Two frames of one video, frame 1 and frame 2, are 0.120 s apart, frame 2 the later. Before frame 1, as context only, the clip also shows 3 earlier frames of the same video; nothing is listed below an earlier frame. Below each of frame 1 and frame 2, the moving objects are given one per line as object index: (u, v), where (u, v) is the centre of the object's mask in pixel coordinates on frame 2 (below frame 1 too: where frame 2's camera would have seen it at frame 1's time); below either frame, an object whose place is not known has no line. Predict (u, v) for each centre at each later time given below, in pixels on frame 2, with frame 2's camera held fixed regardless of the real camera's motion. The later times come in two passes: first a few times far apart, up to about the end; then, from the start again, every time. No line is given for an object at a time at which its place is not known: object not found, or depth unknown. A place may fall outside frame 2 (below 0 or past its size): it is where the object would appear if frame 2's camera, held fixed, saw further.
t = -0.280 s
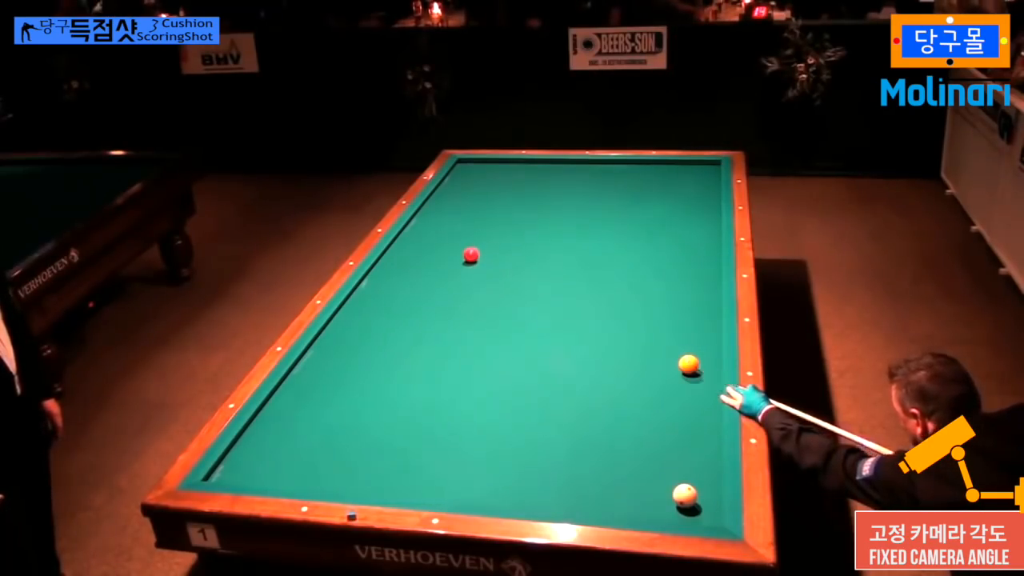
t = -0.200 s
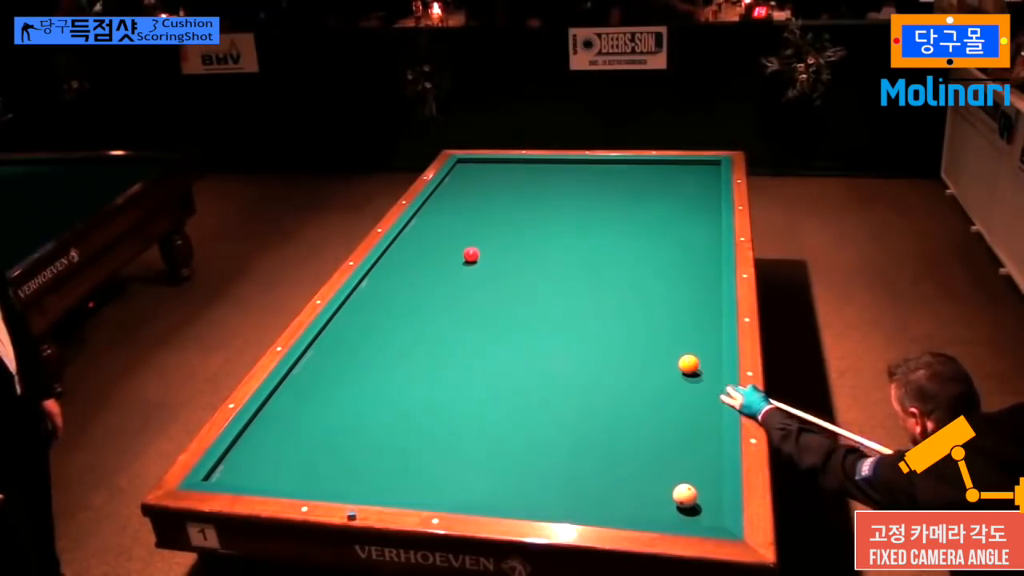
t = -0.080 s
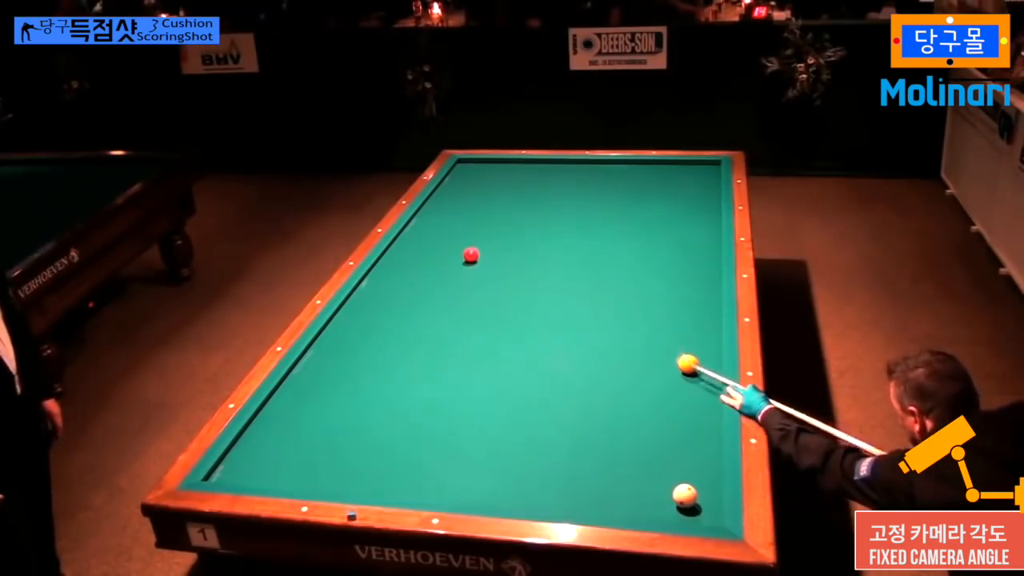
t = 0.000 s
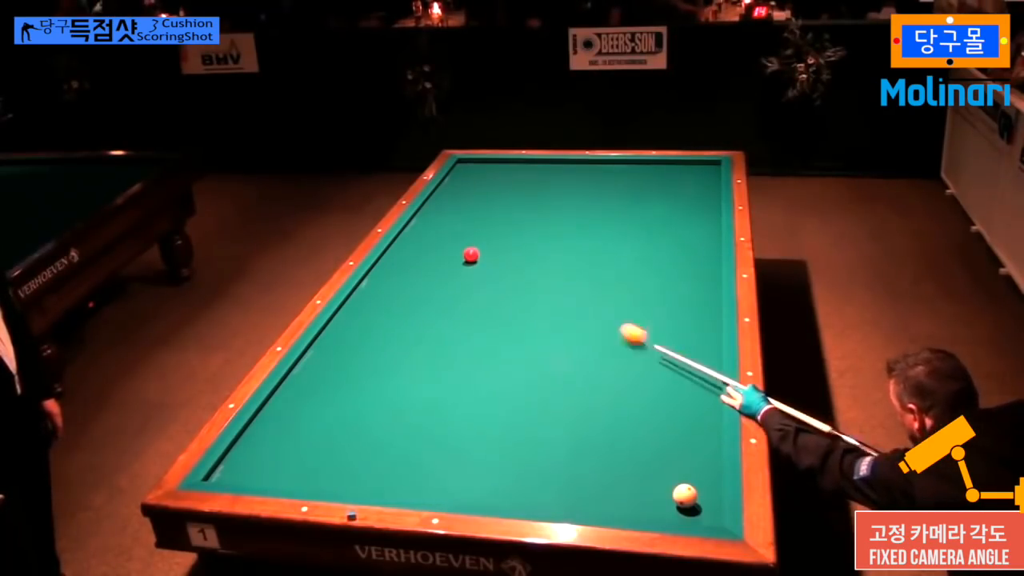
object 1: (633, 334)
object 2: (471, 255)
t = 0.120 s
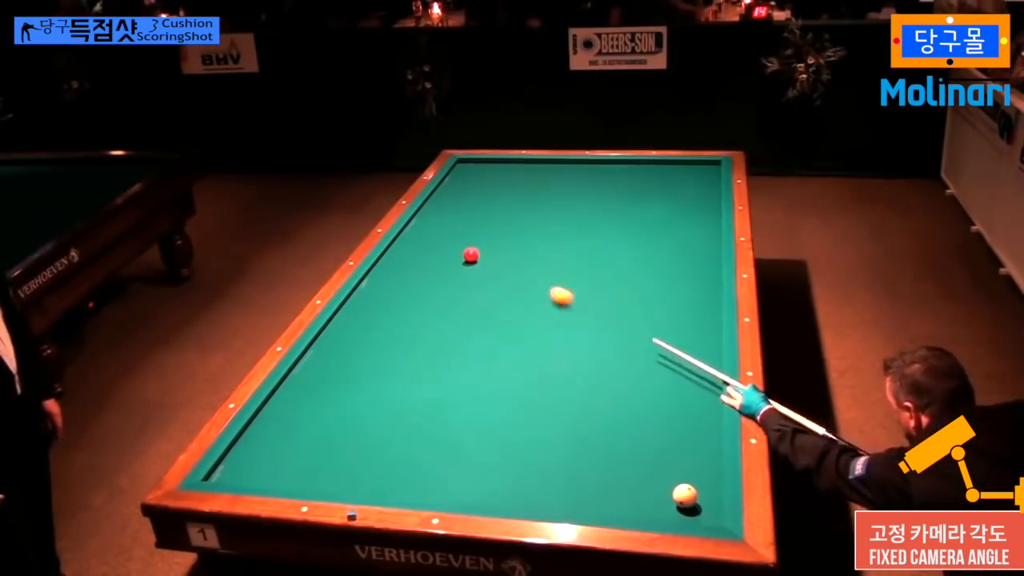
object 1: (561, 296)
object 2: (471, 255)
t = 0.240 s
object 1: (501, 265)
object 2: (471, 255)
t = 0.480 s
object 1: (500, 223)
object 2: (411, 247)
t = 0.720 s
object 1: (499, 188)
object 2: (496, 243)
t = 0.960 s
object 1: (490, 161)
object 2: (566, 240)
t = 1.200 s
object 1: (456, 182)
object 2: (638, 238)
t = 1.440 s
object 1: (473, 199)
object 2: (709, 235)
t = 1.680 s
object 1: (489, 216)
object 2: (671, 233)
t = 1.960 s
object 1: (512, 239)
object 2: (627, 230)
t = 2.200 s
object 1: (533, 261)
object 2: (590, 228)
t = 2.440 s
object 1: (556, 285)
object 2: (556, 226)
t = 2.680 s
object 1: (581, 310)
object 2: (523, 224)
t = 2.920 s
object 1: (615, 340)
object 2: (492, 222)
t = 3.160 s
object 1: (644, 376)
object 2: (462, 220)
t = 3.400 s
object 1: (682, 415)
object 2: (434, 219)
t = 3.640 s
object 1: (708, 450)
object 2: (424, 218)
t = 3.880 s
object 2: (441, 217)
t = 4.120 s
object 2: (457, 217)
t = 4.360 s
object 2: (473, 216)
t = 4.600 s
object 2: (488, 216)
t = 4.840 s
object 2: (503, 216)
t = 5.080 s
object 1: (593, 503)
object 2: (517, 215)
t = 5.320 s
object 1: (583, 499)
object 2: (530, 215)
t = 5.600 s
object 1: (573, 495)
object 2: (545, 214)
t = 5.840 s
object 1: (565, 491)
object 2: (558, 214)
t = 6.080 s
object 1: (558, 488)
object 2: (569, 214)
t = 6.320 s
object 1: (553, 486)
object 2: (581, 214)
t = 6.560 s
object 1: (548, 484)
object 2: (591, 214)
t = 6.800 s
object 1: (544, 482)
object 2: (601, 213)
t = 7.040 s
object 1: (541, 480)
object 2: (611, 213)
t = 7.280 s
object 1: (538, 479)
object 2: (620, 213)
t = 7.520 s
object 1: (536, 478)
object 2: (628, 213)
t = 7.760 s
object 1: (536, 478)
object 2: (636, 213)
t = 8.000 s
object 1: (535, 478)
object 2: (644, 212)
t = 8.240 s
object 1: (536, 477)
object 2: (650, 212)
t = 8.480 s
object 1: (536, 477)
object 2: (656, 212)
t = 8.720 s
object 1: (536, 478)
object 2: (662, 212)
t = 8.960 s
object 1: (536, 478)
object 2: (667, 212)
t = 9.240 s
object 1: (536, 478)
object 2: (672, 212)
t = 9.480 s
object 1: (536, 478)
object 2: (675, 212)
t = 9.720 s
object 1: (536, 477)
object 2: (678, 212)
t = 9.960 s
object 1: (536, 478)
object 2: (680, 212)
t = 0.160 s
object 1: (540, 285)
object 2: (471, 255)
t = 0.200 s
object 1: (520, 275)
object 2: (471, 255)
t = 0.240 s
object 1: (501, 265)
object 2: (471, 255)
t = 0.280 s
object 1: (485, 256)
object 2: (468, 255)
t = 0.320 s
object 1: (489, 249)
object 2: (448, 253)
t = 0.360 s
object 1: (493, 242)
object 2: (427, 250)
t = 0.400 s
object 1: (496, 235)
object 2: (407, 249)
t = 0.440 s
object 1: (499, 229)
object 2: (395, 247)
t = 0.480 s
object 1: (500, 223)
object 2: (411, 247)
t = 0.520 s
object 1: (502, 217)
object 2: (426, 246)
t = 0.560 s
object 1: (502, 210)
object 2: (442, 245)
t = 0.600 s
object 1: (502, 205)
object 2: (456, 245)
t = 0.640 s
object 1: (501, 199)
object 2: (470, 244)
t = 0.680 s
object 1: (501, 193)
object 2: (483, 244)
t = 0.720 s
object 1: (499, 188)
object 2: (496, 243)
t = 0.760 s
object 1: (498, 183)
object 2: (508, 243)
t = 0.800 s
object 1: (497, 178)
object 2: (520, 242)
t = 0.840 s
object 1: (496, 173)
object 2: (532, 242)
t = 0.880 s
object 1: (495, 168)
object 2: (543, 241)
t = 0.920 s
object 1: (494, 163)
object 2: (555, 241)
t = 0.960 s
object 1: (490, 161)
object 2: (566, 240)
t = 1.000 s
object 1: (480, 165)
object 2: (578, 240)
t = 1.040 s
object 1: (470, 168)
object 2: (590, 239)
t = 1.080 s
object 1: (460, 172)
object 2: (602, 239)
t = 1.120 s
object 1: (451, 175)
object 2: (614, 239)
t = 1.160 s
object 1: (452, 179)
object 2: (626, 238)
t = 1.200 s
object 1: (456, 182)
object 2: (638, 238)
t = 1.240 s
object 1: (459, 185)
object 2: (650, 238)
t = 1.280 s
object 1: (462, 188)
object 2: (662, 237)
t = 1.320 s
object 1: (465, 190)
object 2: (674, 237)
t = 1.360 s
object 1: (467, 193)
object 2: (686, 236)
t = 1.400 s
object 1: (470, 196)
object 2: (697, 236)
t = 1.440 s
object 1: (473, 199)
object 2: (709, 235)
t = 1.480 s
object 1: (475, 201)
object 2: (711, 235)
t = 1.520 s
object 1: (478, 204)
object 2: (702, 234)
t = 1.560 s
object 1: (481, 207)
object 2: (693, 234)
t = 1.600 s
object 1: (484, 210)
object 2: (685, 233)
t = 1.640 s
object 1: (486, 213)
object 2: (678, 233)
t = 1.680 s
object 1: (489, 216)
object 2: (671, 233)
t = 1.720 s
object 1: (493, 219)
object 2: (665, 232)
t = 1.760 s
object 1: (496, 223)
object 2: (663, 229)
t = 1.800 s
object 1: (499, 226)
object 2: (652, 232)
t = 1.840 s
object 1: (502, 229)
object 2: (646, 231)
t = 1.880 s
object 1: (505, 232)
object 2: (639, 231)
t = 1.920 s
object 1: (508, 236)
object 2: (633, 231)
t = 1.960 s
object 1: (512, 239)
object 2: (627, 230)
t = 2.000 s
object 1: (515, 243)
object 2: (621, 230)
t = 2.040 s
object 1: (518, 246)
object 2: (614, 229)
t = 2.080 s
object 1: (522, 250)
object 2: (609, 229)
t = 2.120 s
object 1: (525, 253)
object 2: (603, 229)
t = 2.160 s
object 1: (529, 257)
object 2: (596, 228)
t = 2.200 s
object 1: (533, 261)
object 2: (590, 228)
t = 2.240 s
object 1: (536, 265)
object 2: (585, 228)
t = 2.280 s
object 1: (540, 269)
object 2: (579, 228)
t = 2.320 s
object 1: (544, 273)
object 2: (573, 227)
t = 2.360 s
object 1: (547, 277)
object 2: (567, 227)
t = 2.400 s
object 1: (552, 281)
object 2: (562, 226)
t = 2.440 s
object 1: (556, 285)
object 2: (556, 226)
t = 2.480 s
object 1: (560, 289)
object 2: (551, 226)
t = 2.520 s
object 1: (564, 294)
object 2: (545, 225)
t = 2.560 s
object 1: (568, 298)
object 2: (540, 225)
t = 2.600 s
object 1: (573, 303)
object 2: (534, 225)
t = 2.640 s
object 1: (577, 307)
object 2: (529, 224)
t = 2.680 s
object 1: (581, 310)
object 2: (523, 224)
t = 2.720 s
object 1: (586, 313)
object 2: (518, 224)
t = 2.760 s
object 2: (513, 223)
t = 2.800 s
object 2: (508, 223)
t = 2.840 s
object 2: (503, 223)
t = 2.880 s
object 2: (498, 223)
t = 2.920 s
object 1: (615, 340)
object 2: (492, 222)
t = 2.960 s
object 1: (619, 347)
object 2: (487, 222)
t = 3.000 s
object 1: (623, 353)
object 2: (482, 222)
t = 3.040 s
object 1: (628, 359)
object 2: (477, 221)
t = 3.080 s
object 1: (633, 364)
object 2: (472, 221)
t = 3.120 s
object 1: (638, 370)
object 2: (467, 221)
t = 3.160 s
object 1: (644, 376)
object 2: (462, 220)
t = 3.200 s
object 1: (650, 382)
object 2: (457, 220)
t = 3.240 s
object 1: (656, 389)
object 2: (452, 220)
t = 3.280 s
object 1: (662, 396)
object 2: (448, 220)
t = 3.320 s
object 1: (669, 402)
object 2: (443, 219)
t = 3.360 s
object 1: (675, 409)
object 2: (438, 219)
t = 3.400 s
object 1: (682, 415)
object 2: (434, 219)
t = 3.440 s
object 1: (688, 422)
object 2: (429, 218)
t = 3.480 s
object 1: (695, 426)
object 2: (424, 218)
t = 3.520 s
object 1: (703, 433)
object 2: (420, 218)
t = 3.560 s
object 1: (711, 442)
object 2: (418, 218)
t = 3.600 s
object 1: (711, 448)
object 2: (421, 218)
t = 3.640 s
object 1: (708, 450)
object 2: (424, 218)
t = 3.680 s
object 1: (705, 453)
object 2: (427, 218)
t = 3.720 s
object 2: (430, 218)
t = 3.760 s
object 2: (432, 217)
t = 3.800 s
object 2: (435, 217)
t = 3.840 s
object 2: (438, 217)
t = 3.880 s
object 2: (441, 217)
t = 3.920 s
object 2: (444, 217)
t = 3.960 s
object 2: (446, 217)
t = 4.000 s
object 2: (449, 217)
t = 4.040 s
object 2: (452, 217)
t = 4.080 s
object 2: (455, 217)
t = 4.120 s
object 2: (457, 217)
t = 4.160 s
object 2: (460, 217)
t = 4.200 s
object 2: (462, 216)
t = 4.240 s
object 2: (465, 217)
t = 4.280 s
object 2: (468, 216)
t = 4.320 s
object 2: (470, 216)
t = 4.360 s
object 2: (473, 216)
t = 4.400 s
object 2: (475, 216)
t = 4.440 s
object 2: (478, 216)
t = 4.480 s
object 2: (481, 216)
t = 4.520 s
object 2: (483, 216)
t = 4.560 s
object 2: (485, 216)
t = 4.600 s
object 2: (488, 216)
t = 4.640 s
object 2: (491, 216)
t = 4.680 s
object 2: (493, 216)
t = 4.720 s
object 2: (495, 216)
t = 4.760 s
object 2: (498, 216)
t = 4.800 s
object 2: (500, 216)
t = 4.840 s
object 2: (503, 216)
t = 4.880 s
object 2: (505, 215)
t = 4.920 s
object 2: (507, 215)
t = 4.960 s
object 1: (600, 498)
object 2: (510, 215)
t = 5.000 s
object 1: (598, 500)
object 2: (512, 215)
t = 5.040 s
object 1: (595, 502)
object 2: (514, 215)
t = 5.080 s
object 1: (593, 503)
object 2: (517, 215)
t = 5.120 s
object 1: (591, 503)
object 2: (519, 215)
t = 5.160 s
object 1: (589, 502)
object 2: (521, 215)
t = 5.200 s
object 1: (588, 502)
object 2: (524, 215)
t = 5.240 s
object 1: (586, 502)
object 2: (526, 215)
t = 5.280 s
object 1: (585, 501)
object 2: (528, 215)
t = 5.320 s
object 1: (583, 499)
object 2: (530, 215)
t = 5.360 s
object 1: (581, 499)
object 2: (533, 215)
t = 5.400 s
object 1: (579, 498)
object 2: (535, 215)
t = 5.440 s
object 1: (578, 498)
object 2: (537, 215)
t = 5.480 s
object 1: (576, 498)
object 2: (539, 215)
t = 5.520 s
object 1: (575, 496)
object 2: (541, 215)
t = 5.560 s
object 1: (574, 495)
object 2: (543, 215)
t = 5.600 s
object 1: (573, 495)
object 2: (545, 214)
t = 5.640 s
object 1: (571, 494)
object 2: (547, 215)
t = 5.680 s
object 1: (570, 494)
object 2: (549, 214)
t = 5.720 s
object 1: (568, 494)
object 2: (551, 215)
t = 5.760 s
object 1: (567, 492)
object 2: (554, 214)
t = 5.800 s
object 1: (566, 492)
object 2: (555, 214)
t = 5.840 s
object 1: (565, 491)
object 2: (558, 214)
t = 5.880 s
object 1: (564, 491)
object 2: (560, 214)
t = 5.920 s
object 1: (563, 491)
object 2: (561, 214)
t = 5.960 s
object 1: (561, 490)
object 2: (564, 214)
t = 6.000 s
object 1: (560, 489)
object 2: (565, 214)
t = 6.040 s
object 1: (559, 489)
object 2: (567, 214)
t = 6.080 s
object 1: (558, 488)
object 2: (569, 214)
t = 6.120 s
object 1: (557, 488)
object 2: (571, 214)
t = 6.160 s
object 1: (556, 488)
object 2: (573, 214)
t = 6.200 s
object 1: (555, 487)
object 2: (575, 214)
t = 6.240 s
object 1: (554, 487)
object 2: (577, 214)
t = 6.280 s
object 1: (553, 486)
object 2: (579, 214)
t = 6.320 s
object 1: (553, 486)
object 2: (581, 214)
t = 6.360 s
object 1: (552, 485)
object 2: (582, 214)
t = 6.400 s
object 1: (551, 485)
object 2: (584, 214)
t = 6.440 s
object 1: (550, 485)
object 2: (586, 214)
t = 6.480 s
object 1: (549, 484)
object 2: (587, 213)
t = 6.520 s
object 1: (549, 484)
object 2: (589, 214)
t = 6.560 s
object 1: (548, 484)
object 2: (591, 214)
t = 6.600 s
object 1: (547, 483)
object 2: (593, 214)
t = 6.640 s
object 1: (547, 483)
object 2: (594, 214)
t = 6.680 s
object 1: (546, 483)
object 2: (596, 214)
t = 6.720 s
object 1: (545, 482)
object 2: (598, 213)
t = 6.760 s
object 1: (545, 482)
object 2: (599, 213)
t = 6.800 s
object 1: (544, 482)
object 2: (601, 213)
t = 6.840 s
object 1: (543, 481)
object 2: (603, 213)
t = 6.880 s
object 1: (543, 481)
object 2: (604, 213)
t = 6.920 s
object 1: (542, 481)
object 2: (606, 213)
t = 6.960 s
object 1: (542, 481)
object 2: (608, 213)
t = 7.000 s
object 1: (541, 480)
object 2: (609, 213)
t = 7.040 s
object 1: (541, 480)
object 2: (611, 213)
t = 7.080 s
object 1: (540, 480)
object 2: (612, 213)
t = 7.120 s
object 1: (540, 480)
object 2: (614, 213)
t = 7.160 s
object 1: (539, 480)
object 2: (615, 213)
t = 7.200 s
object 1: (539, 479)
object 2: (617, 213)
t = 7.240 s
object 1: (538, 479)
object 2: (618, 213)
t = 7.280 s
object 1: (538, 479)
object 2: (620, 213)
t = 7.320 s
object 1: (538, 479)
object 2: (622, 213)
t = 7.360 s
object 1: (537, 479)
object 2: (623, 213)
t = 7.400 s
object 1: (537, 479)
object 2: (624, 213)
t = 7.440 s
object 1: (537, 479)
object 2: (626, 213)
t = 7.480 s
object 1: (537, 479)
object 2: (627, 213)
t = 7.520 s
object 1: (536, 478)
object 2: (628, 213)
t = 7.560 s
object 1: (536, 478)
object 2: (630, 213)
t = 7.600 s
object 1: (536, 478)
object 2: (631, 213)
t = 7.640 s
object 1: (536, 478)
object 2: (633, 213)
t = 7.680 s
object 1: (536, 478)
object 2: (634, 213)
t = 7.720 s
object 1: (536, 478)
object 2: (635, 213)
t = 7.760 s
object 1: (536, 478)
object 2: (636, 213)
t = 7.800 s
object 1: (536, 478)
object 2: (638, 213)
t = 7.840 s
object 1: (535, 478)
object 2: (639, 213)
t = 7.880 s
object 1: (536, 478)
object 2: (640, 213)
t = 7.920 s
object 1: (536, 478)
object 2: (641, 212)
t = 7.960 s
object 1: (536, 478)
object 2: (642, 212)
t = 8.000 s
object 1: (535, 478)
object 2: (644, 212)
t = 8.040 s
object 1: (535, 477)
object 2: (645, 212)
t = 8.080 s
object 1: (536, 478)
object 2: (646, 212)
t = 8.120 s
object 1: (536, 477)
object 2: (647, 212)
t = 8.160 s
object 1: (536, 478)
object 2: (648, 212)
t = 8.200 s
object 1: (536, 477)
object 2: (649, 212)
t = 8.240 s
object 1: (536, 477)
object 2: (650, 212)
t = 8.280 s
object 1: (536, 477)
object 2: (651, 212)
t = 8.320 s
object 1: (536, 477)
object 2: (652, 212)
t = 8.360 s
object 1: (536, 477)
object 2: (653, 212)
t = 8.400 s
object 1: (536, 478)
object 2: (654, 212)
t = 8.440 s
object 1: (536, 478)
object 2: (655, 212)
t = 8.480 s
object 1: (536, 477)
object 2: (656, 212)
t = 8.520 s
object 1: (536, 477)
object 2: (657, 212)
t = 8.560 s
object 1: (536, 478)
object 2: (658, 212)
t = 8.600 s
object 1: (536, 478)
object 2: (659, 212)
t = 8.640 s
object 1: (536, 478)
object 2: (660, 212)
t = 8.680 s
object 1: (536, 477)
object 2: (661, 212)
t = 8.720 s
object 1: (536, 478)
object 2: (662, 212)
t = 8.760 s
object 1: (536, 477)
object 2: (663, 212)
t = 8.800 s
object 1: (536, 478)
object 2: (664, 212)
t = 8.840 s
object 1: (536, 478)
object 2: (664, 212)
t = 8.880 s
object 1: (536, 478)
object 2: (665, 212)
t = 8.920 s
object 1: (536, 477)
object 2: (666, 212)
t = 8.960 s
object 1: (536, 478)
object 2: (667, 212)
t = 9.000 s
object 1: (536, 477)
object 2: (668, 212)
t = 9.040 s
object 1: (536, 477)
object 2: (668, 212)
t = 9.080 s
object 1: (536, 477)
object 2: (669, 212)
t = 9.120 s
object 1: (536, 477)
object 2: (670, 212)
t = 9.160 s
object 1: (536, 478)
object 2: (670, 212)
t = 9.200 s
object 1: (536, 478)
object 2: (671, 212)
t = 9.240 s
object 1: (536, 478)
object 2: (672, 212)
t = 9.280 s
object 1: (536, 478)
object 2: (672, 212)
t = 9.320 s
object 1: (536, 478)
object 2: (673, 212)
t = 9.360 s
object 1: (536, 478)
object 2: (674, 212)
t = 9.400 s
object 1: (536, 478)
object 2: (674, 212)
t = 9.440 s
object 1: (536, 478)
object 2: (675, 212)
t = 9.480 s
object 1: (536, 478)
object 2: (675, 212)
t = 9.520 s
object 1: (536, 478)
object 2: (676, 212)
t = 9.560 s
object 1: (536, 478)
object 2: (676, 212)
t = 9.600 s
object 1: (536, 477)
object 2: (677, 212)
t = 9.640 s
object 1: (536, 477)
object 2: (677, 212)
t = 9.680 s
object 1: (536, 477)
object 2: (678, 212)
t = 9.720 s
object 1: (536, 477)
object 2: (678, 212)
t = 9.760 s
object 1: (536, 478)
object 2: (679, 212)
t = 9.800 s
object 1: (536, 478)
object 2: (679, 212)
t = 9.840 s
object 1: (536, 478)
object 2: (679, 212)
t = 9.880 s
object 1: (536, 478)
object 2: (680, 212)
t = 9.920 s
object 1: (536, 477)
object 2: (680, 212)
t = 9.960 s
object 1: (536, 478)
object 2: (680, 212)
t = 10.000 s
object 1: (536, 478)
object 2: (681, 212)
